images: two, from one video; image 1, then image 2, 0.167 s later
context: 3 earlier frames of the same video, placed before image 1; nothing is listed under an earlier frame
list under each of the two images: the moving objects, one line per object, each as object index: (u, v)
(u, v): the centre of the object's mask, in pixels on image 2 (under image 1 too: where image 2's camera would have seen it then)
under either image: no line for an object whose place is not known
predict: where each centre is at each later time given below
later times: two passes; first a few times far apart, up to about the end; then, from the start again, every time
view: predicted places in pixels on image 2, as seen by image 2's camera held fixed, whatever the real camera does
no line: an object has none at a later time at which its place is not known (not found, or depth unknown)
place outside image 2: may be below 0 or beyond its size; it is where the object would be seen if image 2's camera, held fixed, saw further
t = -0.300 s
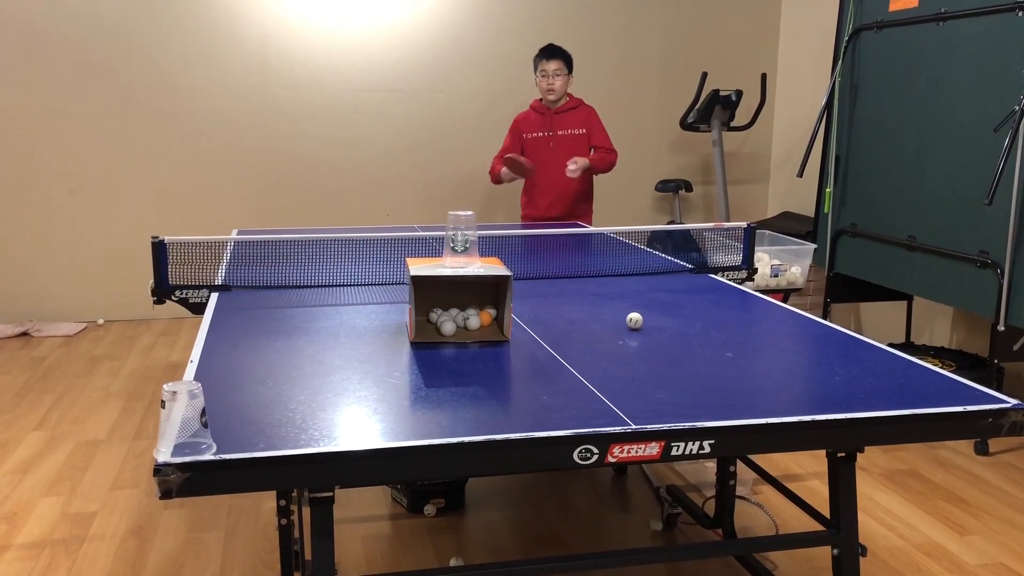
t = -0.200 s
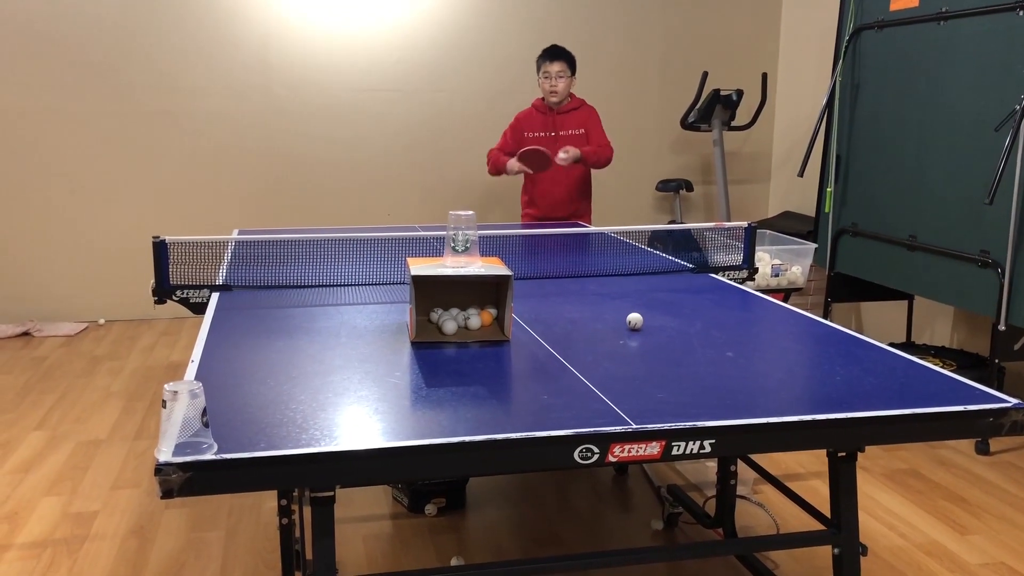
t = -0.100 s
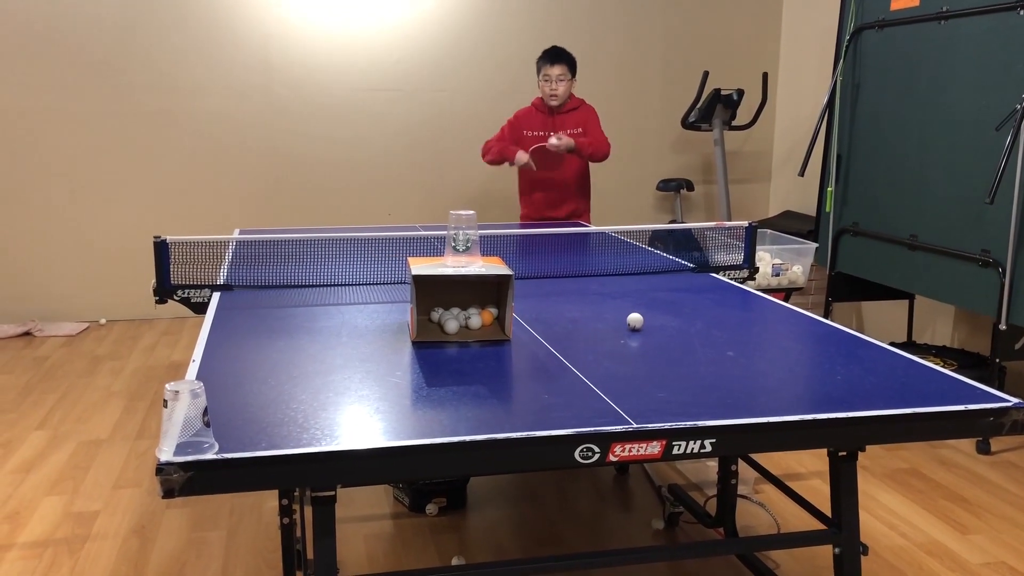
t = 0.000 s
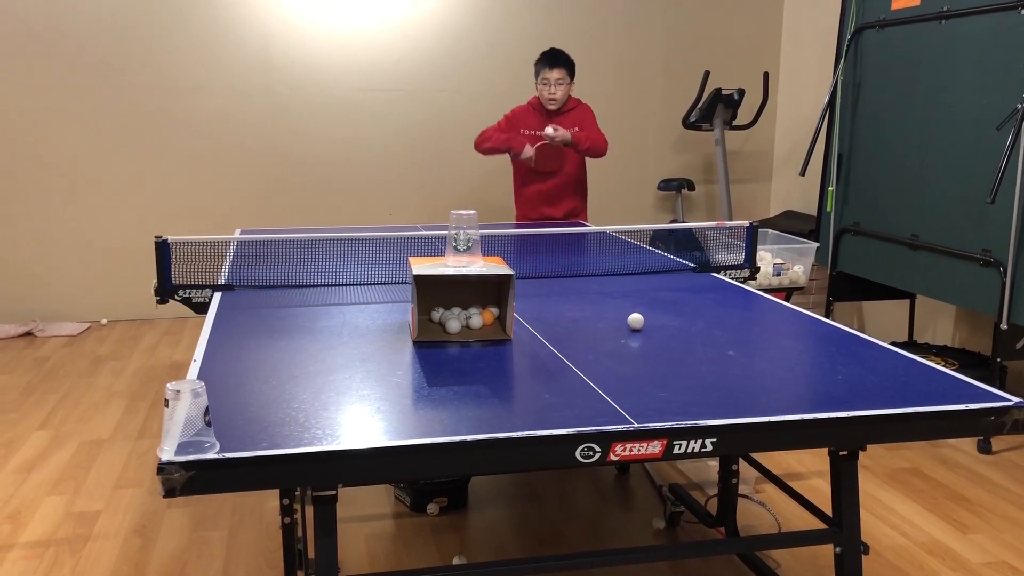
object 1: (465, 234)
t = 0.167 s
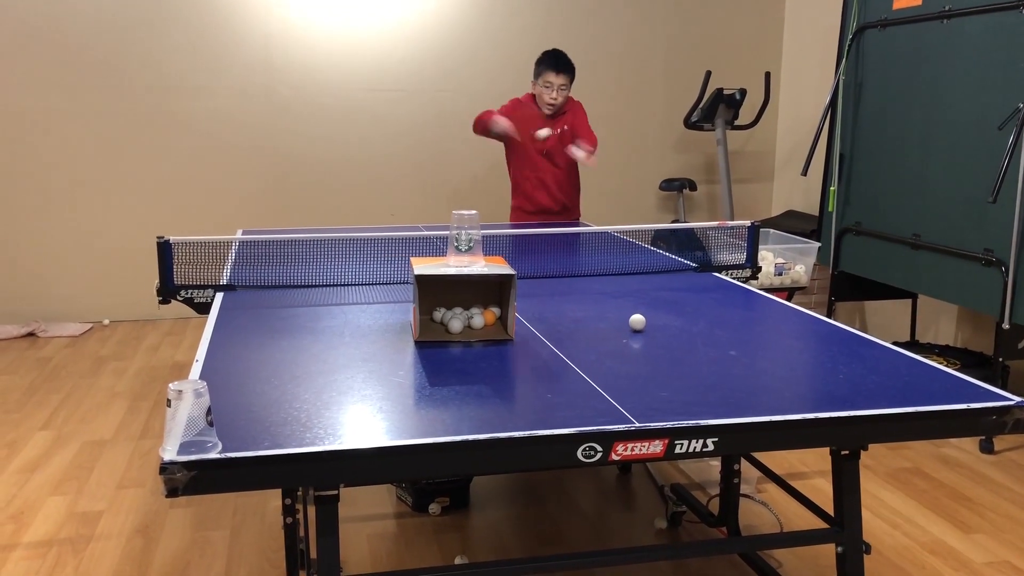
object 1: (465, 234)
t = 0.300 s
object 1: (465, 233)
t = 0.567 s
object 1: (539, 316)
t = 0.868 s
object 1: (610, 359)
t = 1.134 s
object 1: (665, 412)
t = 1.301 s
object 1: (701, 532)
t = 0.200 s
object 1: (465, 234)
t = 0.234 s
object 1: (465, 234)
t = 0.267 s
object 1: (465, 234)
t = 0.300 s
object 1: (465, 233)
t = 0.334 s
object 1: (468, 234)
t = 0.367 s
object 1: (476, 234)
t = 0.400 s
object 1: (487, 237)
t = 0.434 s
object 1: (496, 240)
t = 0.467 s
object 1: (509, 250)
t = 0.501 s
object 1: (513, 283)
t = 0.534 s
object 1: (527, 291)
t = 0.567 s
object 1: (539, 316)
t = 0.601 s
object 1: (538, 328)
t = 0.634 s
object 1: (548, 328)
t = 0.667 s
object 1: (556, 334)
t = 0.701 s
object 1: (564, 342)
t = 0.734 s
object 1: (575, 337)
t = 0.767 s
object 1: (588, 340)
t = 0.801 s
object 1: (599, 354)
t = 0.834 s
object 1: (604, 365)
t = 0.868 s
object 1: (610, 359)
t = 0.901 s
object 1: (616, 356)
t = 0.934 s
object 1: (623, 357)
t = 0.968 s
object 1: (632, 367)
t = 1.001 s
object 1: (640, 379)
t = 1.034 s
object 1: (646, 383)
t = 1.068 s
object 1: (652, 391)
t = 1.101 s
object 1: (658, 399)
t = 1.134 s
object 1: (665, 412)
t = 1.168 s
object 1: (672, 429)
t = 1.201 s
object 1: (680, 452)
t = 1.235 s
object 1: (689, 480)
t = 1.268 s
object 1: (699, 512)
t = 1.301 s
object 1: (701, 532)
